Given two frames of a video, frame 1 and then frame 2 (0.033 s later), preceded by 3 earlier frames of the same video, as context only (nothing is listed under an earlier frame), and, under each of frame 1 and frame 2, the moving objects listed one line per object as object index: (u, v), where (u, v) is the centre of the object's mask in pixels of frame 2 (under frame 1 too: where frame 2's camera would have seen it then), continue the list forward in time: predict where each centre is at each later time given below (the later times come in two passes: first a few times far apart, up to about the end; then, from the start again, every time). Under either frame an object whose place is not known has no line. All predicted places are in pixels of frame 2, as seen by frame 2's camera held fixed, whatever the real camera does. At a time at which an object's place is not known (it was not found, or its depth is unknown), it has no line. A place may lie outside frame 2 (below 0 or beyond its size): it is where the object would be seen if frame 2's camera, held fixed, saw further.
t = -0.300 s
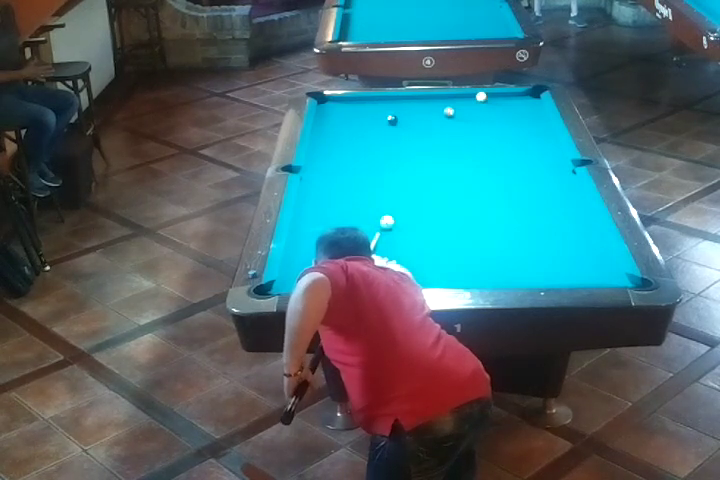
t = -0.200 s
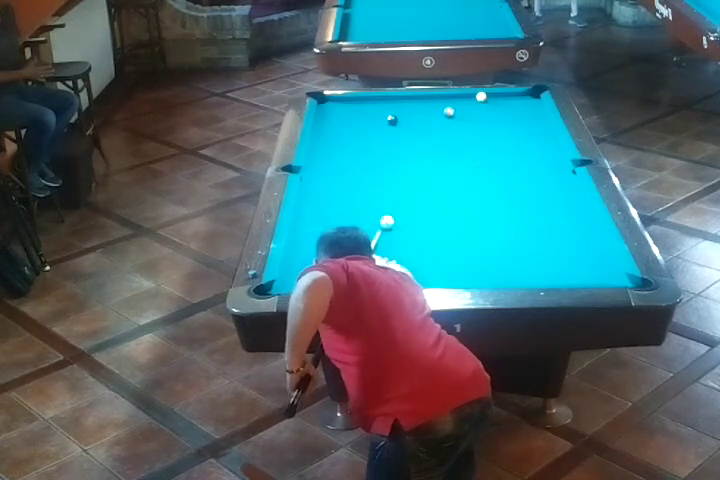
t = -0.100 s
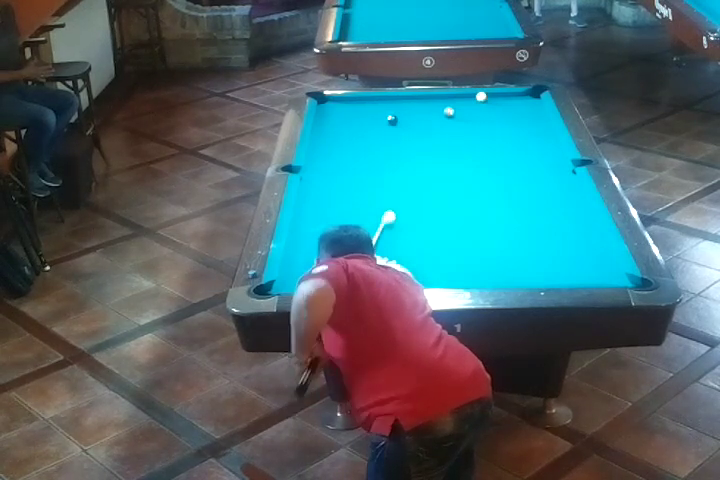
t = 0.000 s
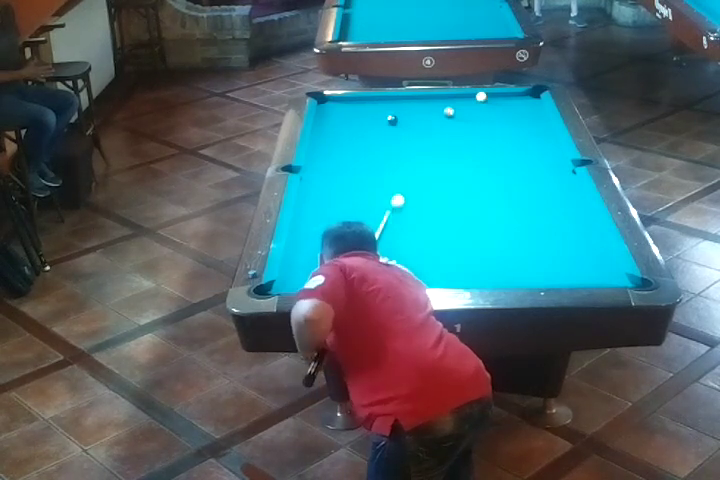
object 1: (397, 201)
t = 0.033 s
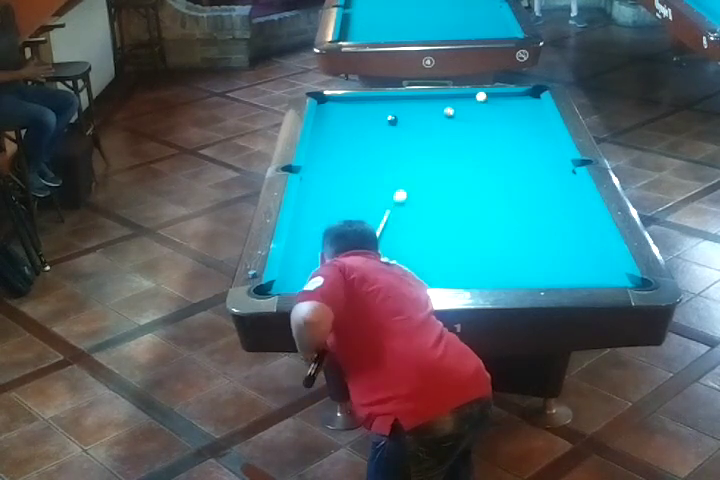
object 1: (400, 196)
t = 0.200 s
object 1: (409, 176)
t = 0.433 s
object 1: (422, 150)
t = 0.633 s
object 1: (431, 131)
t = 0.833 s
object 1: (439, 115)
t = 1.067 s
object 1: (423, 102)
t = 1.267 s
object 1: (408, 99)
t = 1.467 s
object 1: (391, 105)
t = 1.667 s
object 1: (373, 112)
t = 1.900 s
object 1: (352, 120)
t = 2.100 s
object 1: (333, 127)
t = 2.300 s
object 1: (315, 134)
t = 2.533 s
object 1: (326, 140)
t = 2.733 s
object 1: (335, 144)
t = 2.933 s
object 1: (345, 149)
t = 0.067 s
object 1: (402, 192)
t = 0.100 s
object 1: (404, 187)
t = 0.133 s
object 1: (406, 183)
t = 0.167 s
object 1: (408, 179)
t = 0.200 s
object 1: (409, 176)
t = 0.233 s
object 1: (412, 171)
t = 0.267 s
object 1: (413, 168)
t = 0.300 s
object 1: (415, 164)
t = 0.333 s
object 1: (417, 161)
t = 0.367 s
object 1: (418, 157)
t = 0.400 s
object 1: (420, 154)
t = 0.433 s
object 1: (422, 150)
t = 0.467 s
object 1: (423, 147)
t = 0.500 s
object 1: (425, 144)
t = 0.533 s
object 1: (426, 141)
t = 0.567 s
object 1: (428, 137)
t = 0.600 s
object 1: (429, 135)
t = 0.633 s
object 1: (431, 131)
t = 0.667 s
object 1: (432, 129)
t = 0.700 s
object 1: (433, 126)
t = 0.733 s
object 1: (435, 123)
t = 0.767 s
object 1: (436, 120)
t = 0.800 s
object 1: (438, 117)
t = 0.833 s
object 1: (439, 115)
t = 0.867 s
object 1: (438, 112)
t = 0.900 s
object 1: (435, 111)
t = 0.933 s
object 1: (432, 109)
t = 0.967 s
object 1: (430, 107)
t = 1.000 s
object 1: (428, 105)
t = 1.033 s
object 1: (425, 104)
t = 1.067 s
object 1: (423, 102)
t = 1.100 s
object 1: (421, 100)
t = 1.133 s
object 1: (418, 98)
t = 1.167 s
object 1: (416, 97)
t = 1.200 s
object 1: (414, 96)
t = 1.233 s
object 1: (411, 98)
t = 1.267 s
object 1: (408, 99)
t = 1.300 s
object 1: (405, 100)
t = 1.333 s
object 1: (402, 101)
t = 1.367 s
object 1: (399, 102)
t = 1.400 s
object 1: (396, 103)
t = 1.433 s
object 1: (393, 104)
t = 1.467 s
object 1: (391, 105)
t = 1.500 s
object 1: (388, 106)
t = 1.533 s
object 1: (385, 107)
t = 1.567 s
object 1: (382, 109)
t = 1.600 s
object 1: (379, 110)
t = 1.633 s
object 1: (376, 111)
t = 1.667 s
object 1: (373, 112)
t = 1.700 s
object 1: (370, 113)
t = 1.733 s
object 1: (367, 114)
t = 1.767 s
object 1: (364, 116)
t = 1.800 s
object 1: (361, 117)
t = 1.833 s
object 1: (358, 118)
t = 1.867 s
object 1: (355, 119)
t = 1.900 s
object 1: (352, 120)
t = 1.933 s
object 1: (349, 121)
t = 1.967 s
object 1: (345, 122)
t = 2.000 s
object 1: (343, 123)
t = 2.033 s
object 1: (339, 125)
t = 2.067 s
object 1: (336, 126)
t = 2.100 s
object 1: (333, 127)
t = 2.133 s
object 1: (330, 128)
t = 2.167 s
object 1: (327, 129)
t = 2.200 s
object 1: (324, 131)
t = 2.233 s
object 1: (321, 132)
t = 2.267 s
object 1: (318, 133)
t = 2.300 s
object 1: (315, 134)
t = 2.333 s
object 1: (316, 135)
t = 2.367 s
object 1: (317, 136)
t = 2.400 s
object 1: (319, 137)
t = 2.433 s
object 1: (321, 138)
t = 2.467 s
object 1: (322, 138)
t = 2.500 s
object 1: (324, 139)
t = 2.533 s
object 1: (326, 140)
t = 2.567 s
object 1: (327, 140)
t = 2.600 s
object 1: (329, 141)
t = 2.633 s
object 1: (330, 142)
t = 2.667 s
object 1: (332, 143)
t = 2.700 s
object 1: (333, 143)
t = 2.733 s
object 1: (335, 144)
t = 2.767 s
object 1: (337, 145)
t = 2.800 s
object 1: (338, 146)
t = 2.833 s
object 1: (340, 146)
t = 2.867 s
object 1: (341, 147)
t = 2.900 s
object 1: (343, 148)
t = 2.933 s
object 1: (345, 149)
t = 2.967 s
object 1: (346, 149)
